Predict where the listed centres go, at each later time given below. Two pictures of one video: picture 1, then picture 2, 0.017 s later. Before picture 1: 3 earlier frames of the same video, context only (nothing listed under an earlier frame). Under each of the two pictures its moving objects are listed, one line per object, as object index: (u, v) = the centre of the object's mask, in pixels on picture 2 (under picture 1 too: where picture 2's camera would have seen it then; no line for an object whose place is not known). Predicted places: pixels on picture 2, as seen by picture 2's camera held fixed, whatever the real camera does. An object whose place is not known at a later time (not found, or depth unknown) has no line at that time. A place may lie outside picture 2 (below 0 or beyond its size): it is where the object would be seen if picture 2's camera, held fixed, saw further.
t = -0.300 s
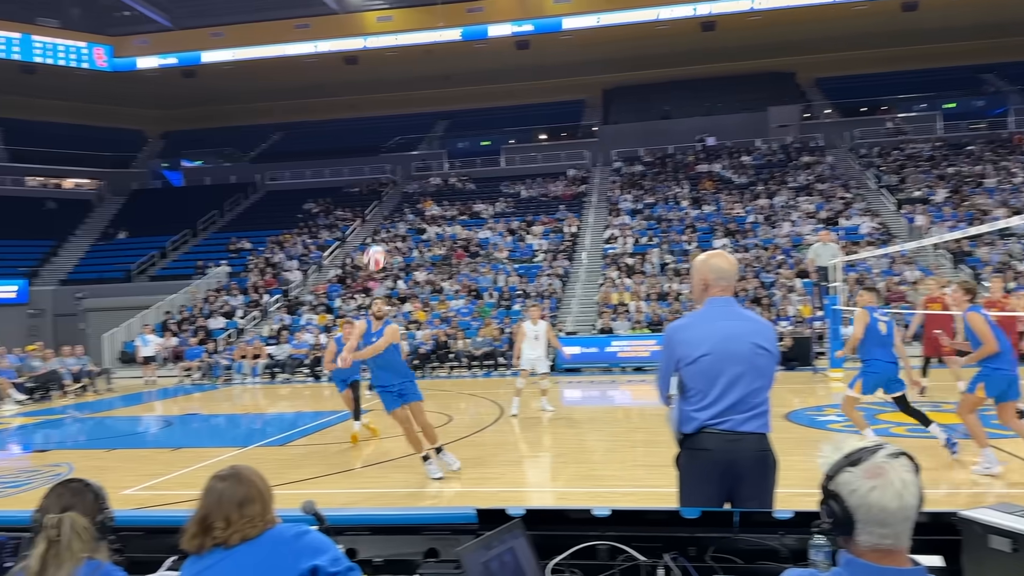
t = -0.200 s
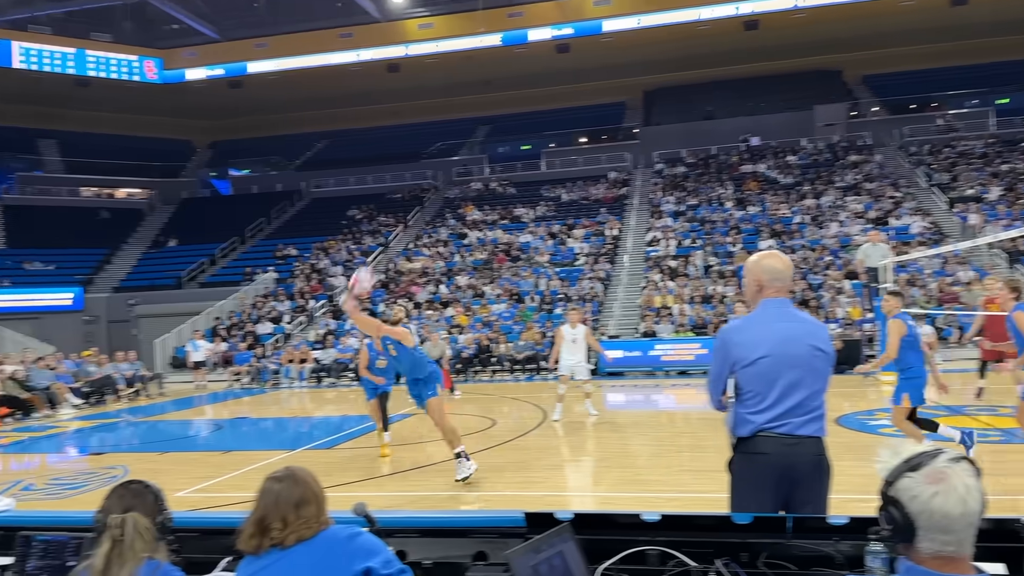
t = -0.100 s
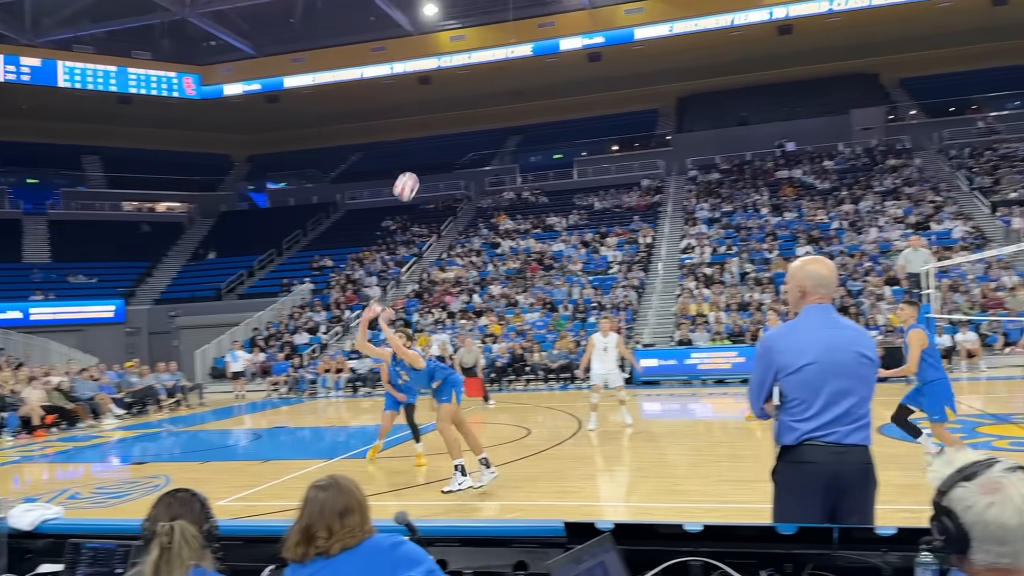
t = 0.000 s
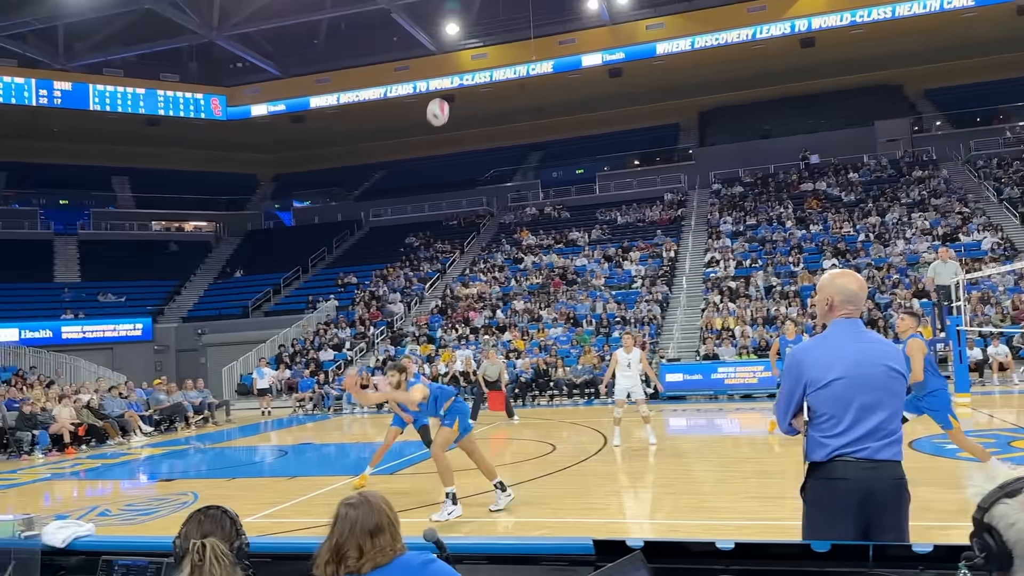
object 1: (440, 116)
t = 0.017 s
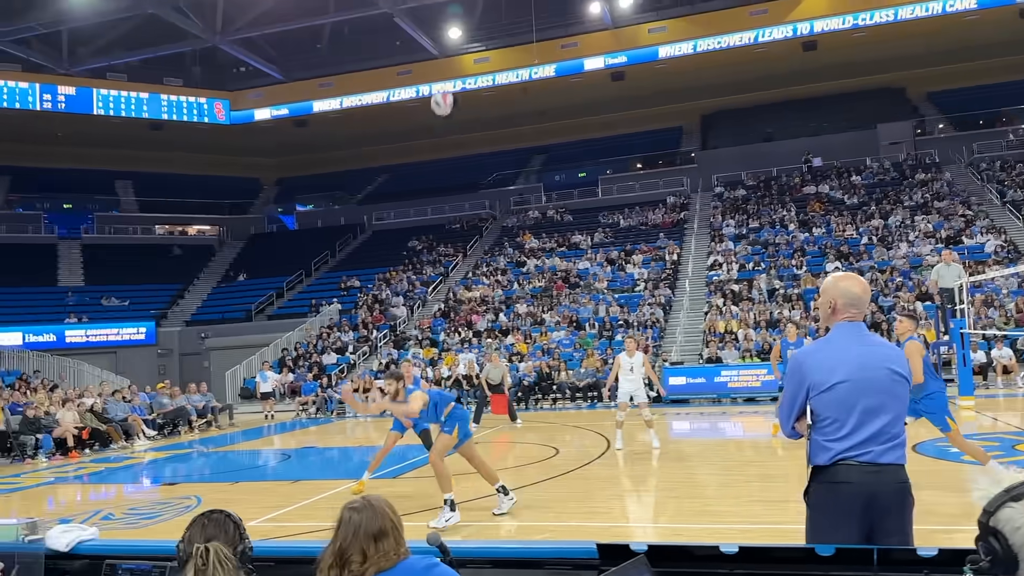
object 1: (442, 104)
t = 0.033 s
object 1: (443, 89)
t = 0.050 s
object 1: (445, 75)
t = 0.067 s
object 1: (447, 62)
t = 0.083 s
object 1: (448, 51)
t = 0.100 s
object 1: (450, 38)
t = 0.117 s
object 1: (452, 27)
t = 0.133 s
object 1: (453, 13)
